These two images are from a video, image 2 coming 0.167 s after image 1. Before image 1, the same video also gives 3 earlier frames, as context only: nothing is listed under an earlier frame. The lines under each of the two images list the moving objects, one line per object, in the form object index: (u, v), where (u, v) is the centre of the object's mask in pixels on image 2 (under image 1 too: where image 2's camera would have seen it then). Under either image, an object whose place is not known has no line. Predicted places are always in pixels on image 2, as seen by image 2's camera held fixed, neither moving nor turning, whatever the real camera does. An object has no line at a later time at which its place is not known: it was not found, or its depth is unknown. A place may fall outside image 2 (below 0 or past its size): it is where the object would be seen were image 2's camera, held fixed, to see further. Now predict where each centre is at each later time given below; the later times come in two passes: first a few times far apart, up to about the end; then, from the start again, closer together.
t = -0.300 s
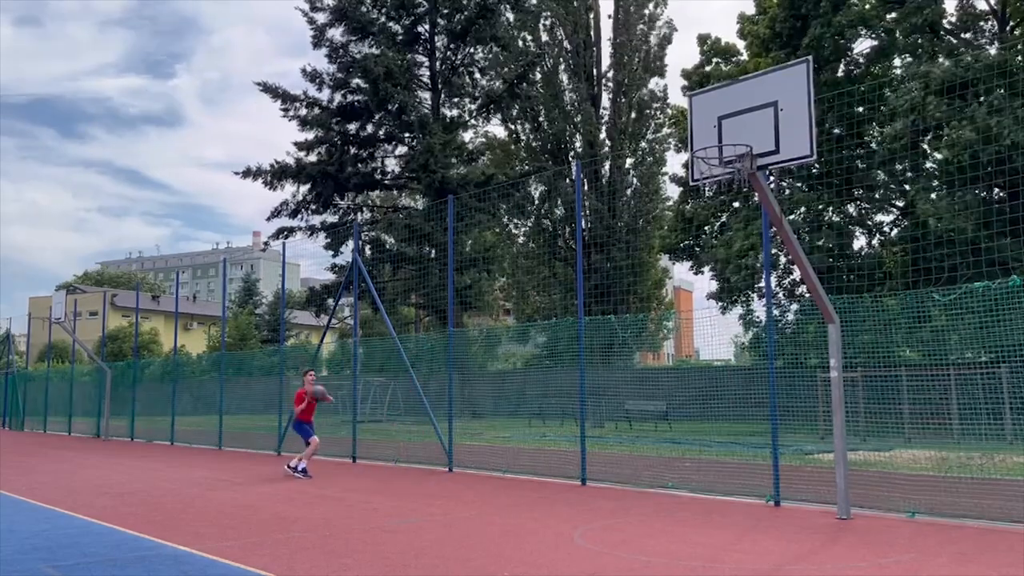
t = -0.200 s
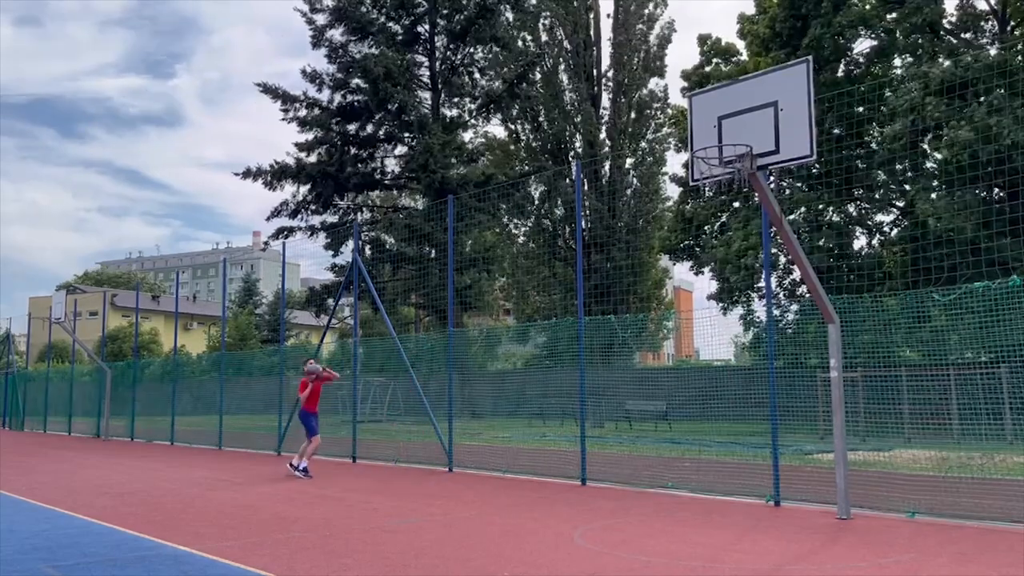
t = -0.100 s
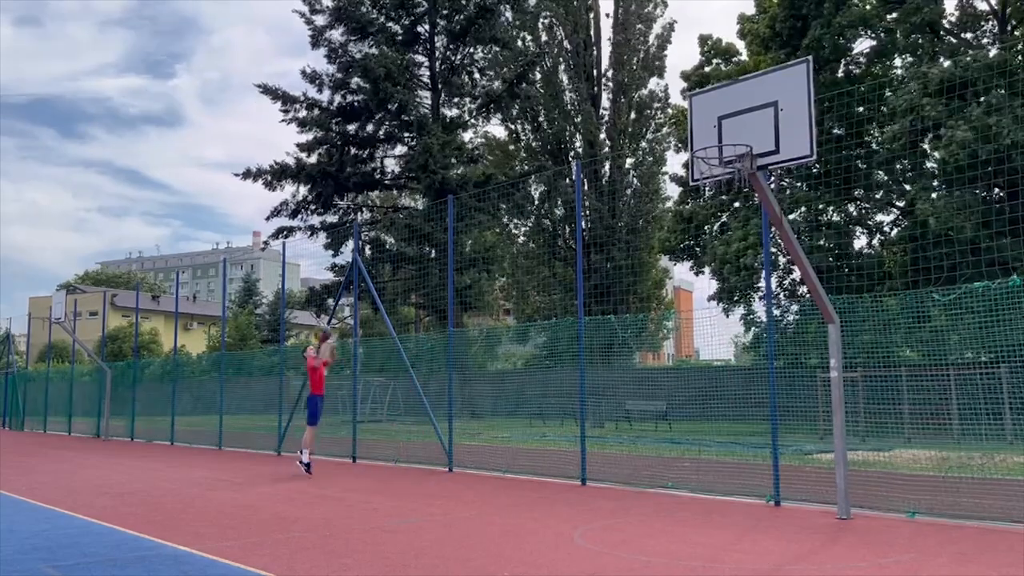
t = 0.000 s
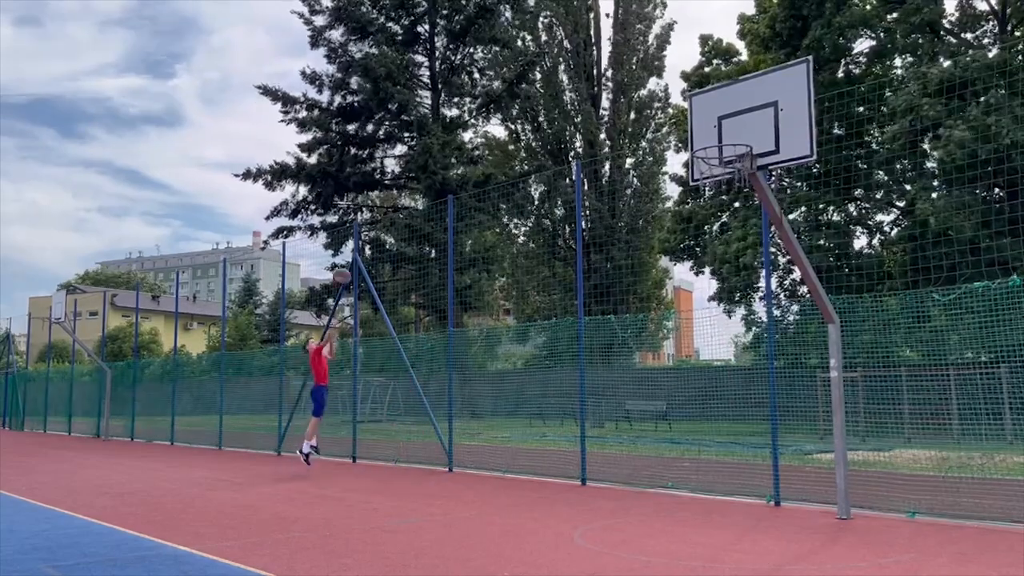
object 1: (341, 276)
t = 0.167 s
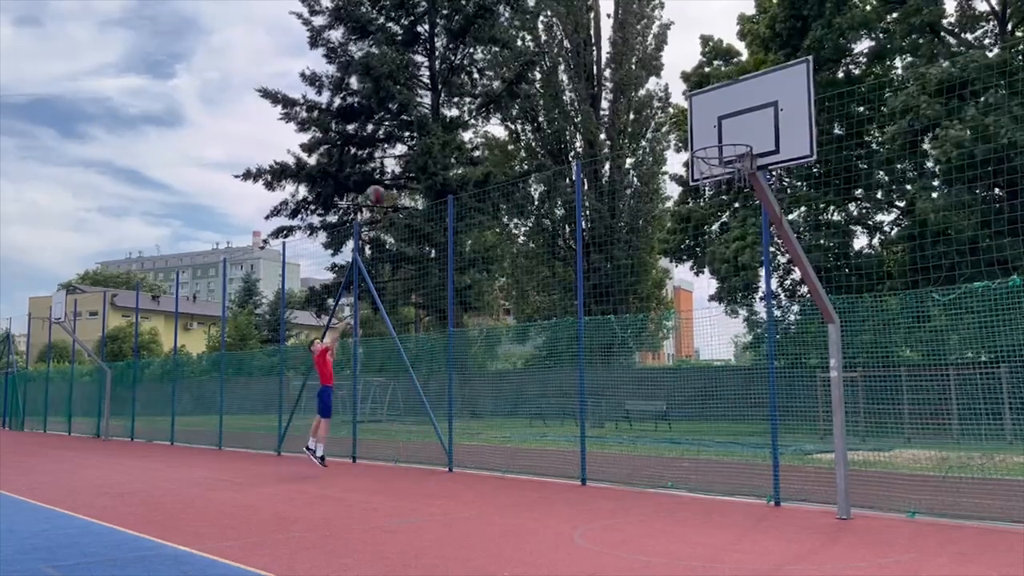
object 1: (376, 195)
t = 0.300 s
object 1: (406, 140)
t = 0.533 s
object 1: (466, 68)
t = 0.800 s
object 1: (546, 34)
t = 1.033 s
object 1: (627, 54)
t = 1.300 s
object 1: (729, 165)
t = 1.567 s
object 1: (648, 320)
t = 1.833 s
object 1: (573, 492)
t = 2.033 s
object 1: (508, 361)
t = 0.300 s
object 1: (406, 140)
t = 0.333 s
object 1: (413, 127)
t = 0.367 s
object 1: (422, 118)
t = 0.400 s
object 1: (430, 105)
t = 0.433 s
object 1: (439, 94)
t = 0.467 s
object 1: (448, 86)
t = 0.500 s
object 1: (455, 76)
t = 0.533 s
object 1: (466, 68)
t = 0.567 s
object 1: (475, 62)
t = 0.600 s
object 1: (484, 54)
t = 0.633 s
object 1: (494, 49)
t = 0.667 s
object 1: (503, 44)
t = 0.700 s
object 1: (514, 40)
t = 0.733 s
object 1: (524, 38)
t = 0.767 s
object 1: (536, 37)
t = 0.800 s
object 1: (546, 34)
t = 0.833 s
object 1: (551, 33)
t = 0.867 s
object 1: (563, 33)
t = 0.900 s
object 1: (576, 36)
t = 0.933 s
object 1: (588, 38)
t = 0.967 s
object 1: (602, 42)
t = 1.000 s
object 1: (614, 48)
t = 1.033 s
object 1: (627, 54)
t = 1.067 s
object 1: (641, 64)
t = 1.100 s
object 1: (654, 73)
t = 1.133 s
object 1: (669, 85)
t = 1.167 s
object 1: (684, 97)
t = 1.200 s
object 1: (700, 113)
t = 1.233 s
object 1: (716, 129)
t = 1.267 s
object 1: (734, 148)
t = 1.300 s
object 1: (729, 165)
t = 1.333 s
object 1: (717, 179)
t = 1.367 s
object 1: (707, 194)
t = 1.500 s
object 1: (667, 273)
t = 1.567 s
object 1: (648, 320)
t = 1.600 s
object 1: (639, 344)
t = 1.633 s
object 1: (628, 371)
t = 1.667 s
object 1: (620, 399)
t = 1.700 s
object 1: (611, 428)
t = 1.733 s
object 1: (602, 459)
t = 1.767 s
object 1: (594, 490)
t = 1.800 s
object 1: (585, 519)
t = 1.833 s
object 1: (573, 492)
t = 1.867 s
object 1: (562, 466)
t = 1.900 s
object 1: (551, 442)
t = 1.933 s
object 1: (539, 419)
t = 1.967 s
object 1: (529, 398)
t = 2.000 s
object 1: (518, 379)
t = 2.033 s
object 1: (508, 361)
